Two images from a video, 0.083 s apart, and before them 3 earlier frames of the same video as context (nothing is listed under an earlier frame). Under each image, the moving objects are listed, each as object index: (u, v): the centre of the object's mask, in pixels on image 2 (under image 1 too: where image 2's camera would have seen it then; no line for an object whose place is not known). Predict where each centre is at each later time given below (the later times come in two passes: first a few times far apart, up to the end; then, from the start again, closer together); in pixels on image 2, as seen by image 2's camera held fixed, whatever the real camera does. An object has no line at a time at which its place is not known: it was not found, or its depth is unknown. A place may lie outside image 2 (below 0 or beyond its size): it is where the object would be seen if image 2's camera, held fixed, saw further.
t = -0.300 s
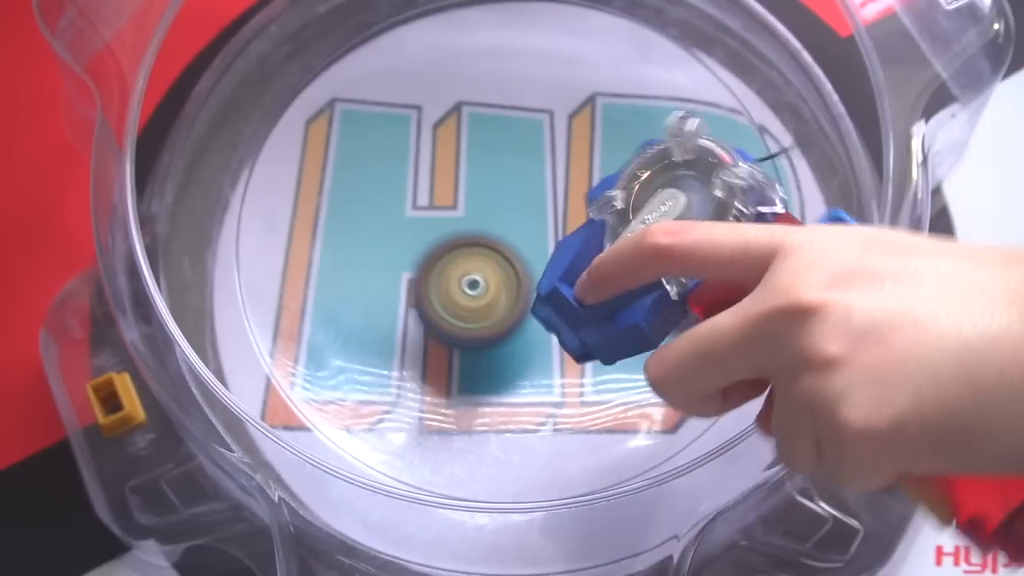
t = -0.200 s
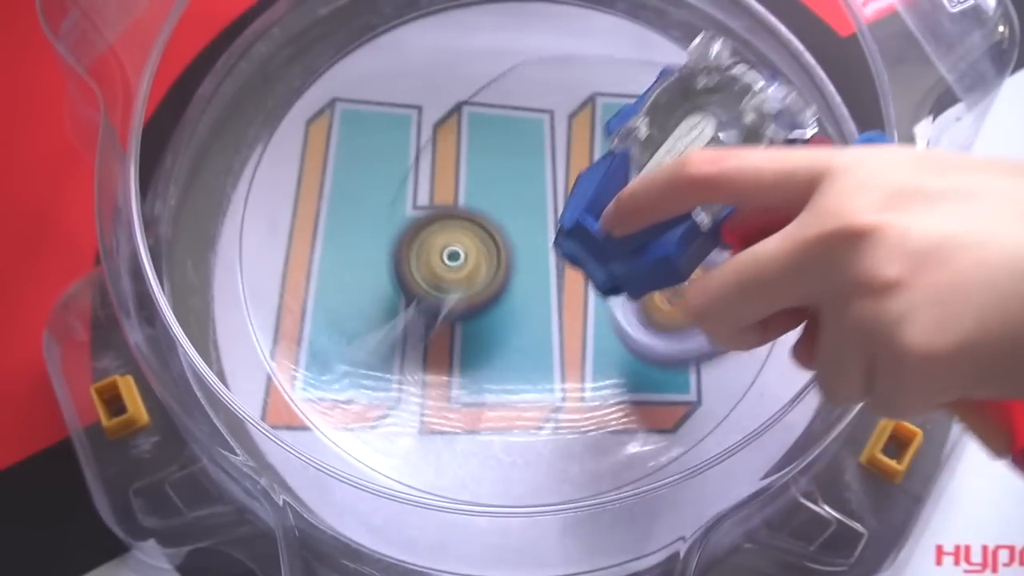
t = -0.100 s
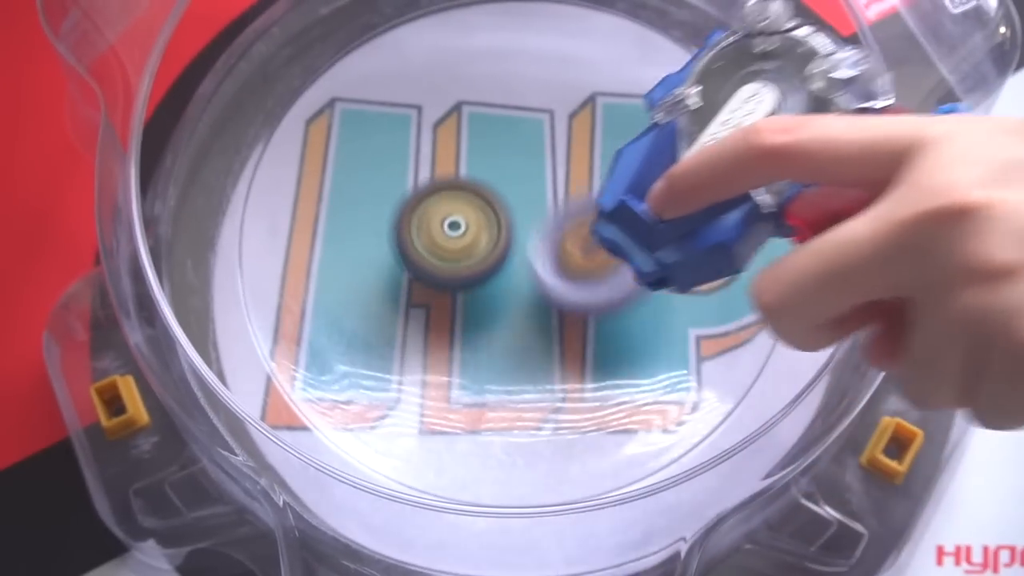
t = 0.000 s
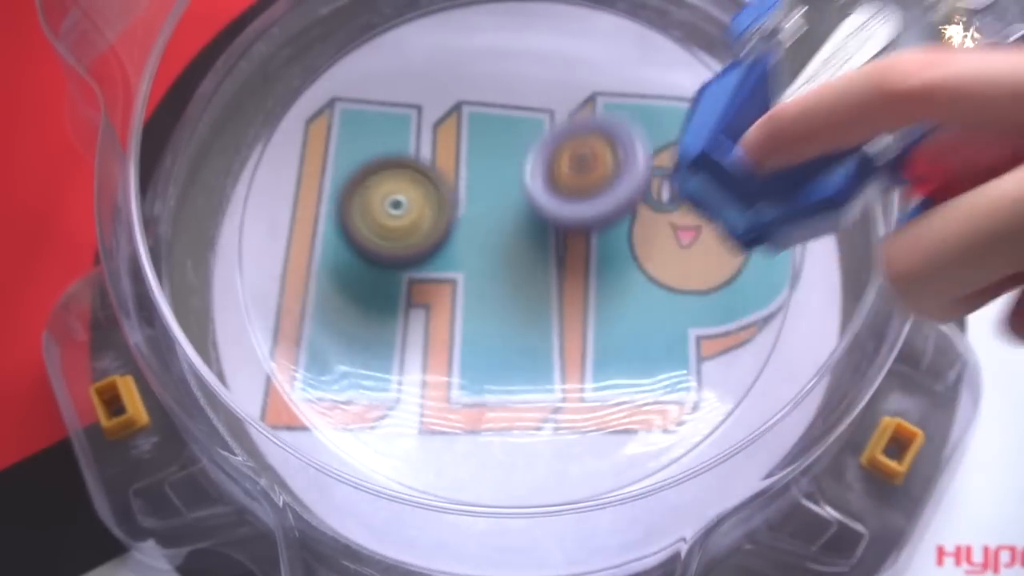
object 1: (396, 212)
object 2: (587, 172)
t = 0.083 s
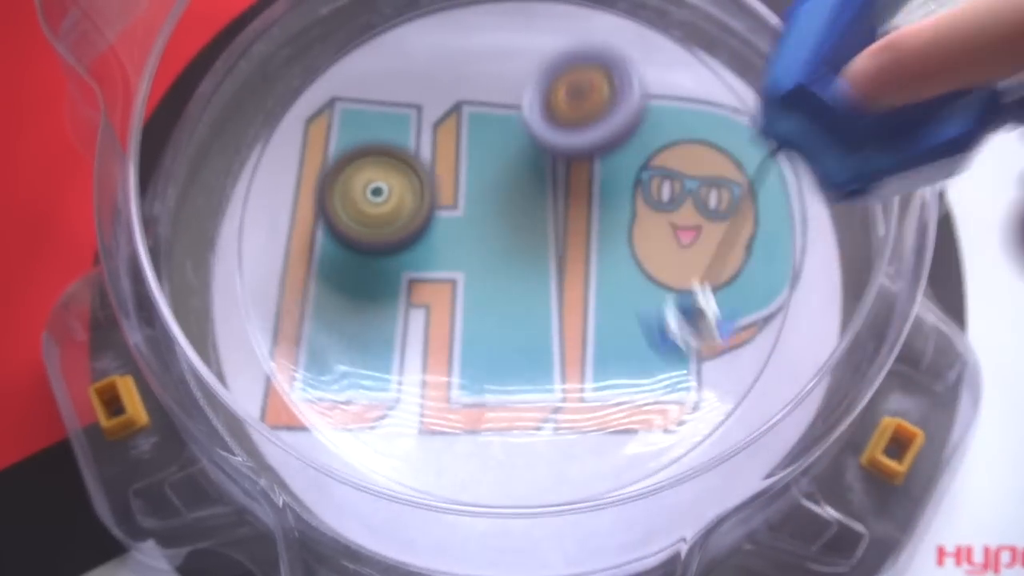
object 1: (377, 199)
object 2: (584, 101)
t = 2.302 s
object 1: (562, 217)
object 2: (345, 172)
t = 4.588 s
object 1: (390, 211)
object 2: (668, 350)
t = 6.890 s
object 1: (524, 172)
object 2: (427, 86)
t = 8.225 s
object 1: (601, 201)
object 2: (459, 368)
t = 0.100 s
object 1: (377, 197)
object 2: (583, 89)
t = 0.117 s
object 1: (377, 195)
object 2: (583, 77)
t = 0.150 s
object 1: (383, 193)
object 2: (585, 54)
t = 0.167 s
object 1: (386, 192)
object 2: (585, 49)
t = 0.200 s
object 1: (396, 191)
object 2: (584, 40)
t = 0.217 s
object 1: (401, 192)
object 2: (584, 36)
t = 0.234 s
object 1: (407, 191)
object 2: (584, 33)
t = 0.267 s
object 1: (422, 193)
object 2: (585, 30)
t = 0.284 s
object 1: (429, 194)
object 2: (586, 29)
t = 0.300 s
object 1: (436, 195)
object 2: (587, 29)
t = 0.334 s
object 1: (451, 198)
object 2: (589, 29)
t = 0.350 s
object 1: (458, 199)
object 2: (590, 30)
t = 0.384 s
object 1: (472, 203)
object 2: (592, 33)
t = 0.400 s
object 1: (479, 205)
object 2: (593, 35)
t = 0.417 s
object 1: (485, 207)
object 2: (594, 38)
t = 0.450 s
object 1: (497, 211)
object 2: (596, 46)
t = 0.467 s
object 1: (503, 213)
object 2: (596, 50)
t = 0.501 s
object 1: (513, 217)
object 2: (596, 63)
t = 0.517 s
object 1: (518, 219)
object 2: (595, 74)
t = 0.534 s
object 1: (522, 221)
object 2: (593, 83)
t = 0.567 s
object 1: (531, 225)
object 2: (591, 100)
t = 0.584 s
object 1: (532, 230)
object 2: (589, 108)
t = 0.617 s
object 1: (533, 252)
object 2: (588, 112)
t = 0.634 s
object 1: (533, 262)
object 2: (587, 114)
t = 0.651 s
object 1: (532, 272)
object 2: (585, 117)
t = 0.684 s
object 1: (531, 285)
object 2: (580, 122)
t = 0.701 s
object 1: (530, 292)
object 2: (577, 126)
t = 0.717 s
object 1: (530, 299)
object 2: (574, 129)
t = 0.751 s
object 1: (527, 309)
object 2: (566, 138)
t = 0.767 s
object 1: (525, 312)
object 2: (561, 141)
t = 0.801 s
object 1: (522, 318)
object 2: (550, 147)
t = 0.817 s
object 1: (519, 321)
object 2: (544, 152)
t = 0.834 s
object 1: (517, 323)
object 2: (538, 154)
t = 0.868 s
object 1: (512, 323)
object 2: (524, 162)
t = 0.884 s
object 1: (511, 323)
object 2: (518, 166)
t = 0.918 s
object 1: (506, 321)
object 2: (504, 171)
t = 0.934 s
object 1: (505, 320)
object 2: (498, 175)
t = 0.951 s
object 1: (504, 317)
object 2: (490, 176)
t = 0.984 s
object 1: (502, 312)
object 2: (477, 181)
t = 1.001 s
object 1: (502, 309)
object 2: (472, 184)
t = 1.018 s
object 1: (502, 307)
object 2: (464, 183)
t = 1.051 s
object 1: (512, 312)
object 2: (443, 179)
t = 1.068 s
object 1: (516, 315)
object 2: (432, 174)
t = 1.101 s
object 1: (521, 319)
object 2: (410, 162)
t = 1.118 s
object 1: (523, 321)
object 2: (402, 157)
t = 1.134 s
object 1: (524, 322)
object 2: (393, 150)
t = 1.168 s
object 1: (527, 325)
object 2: (378, 138)
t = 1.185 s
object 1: (528, 326)
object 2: (373, 134)
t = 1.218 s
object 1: (531, 328)
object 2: (364, 122)
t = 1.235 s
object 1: (532, 329)
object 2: (362, 116)
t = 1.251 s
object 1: (533, 329)
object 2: (359, 111)
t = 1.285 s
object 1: (536, 330)
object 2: (358, 102)
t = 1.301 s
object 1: (537, 330)
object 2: (360, 98)
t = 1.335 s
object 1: (540, 330)
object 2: (364, 93)
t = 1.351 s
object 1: (541, 329)
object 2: (368, 89)
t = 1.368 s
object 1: (543, 329)
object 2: (372, 90)
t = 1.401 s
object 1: (546, 328)
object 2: (385, 89)
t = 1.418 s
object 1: (547, 328)
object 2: (391, 90)
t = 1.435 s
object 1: (548, 327)
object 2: (399, 92)
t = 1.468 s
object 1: (551, 325)
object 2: (415, 97)
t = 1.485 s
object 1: (552, 324)
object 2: (422, 99)
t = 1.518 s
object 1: (555, 322)
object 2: (439, 105)
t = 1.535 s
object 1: (556, 320)
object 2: (448, 109)
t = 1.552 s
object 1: (557, 320)
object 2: (456, 113)
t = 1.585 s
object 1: (560, 317)
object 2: (472, 122)
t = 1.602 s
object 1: (561, 316)
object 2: (481, 129)
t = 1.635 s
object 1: (564, 314)
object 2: (494, 140)
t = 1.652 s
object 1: (565, 313)
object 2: (500, 147)
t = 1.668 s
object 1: (566, 312)
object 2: (506, 154)
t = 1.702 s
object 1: (570, 309)
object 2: (515, 166)
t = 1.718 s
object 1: (570, 308)
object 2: (518, 173)
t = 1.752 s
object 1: (578, 310)
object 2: (518, 184)
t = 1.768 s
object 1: (586, 317)
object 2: (511, 184)
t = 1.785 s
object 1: (593, 320)
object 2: (504, 183)
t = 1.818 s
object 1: (603, 322)
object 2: (489, 181)
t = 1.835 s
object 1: (607, 323)
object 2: (480, 179)
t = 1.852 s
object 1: (611, 325)
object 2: (472, 180)
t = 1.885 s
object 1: (616, 324)
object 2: (453, 178)
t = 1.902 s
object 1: (617, 322)
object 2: (444, 177)
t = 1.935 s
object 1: (617, 316)
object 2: (424, 177)
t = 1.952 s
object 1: (616, 313)
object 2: (415, 174)
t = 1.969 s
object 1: (615, 310)
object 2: (405, 174)
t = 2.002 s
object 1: (611, 301)
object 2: (390, 172)
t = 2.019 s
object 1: (609, 296)
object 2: (382, 174)
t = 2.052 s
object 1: (603, 287)
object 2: (370, 171)
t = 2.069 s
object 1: (600, 282)
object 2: (363, 173)
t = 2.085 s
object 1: (597, 277)
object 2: (359, 172)
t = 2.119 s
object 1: (590, 267)
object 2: (351, 171)
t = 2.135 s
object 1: (586, 262)
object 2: (348, 170)
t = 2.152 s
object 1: (583, 257)
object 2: (345, 170)
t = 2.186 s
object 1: (577, 248)
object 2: (341, 170)
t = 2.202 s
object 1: (574, 243)
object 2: (340, 170)
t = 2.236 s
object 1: (569, 234)
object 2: (340, 171)
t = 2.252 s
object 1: (567, 230)
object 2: (340, 171)
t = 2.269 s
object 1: (565, 225)
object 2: (341, 171)
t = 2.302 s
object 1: (562, 217)
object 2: (345, 172)
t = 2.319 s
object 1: (561, 212)
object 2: (347, 173)
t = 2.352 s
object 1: (559, 202)
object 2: (353, 176)
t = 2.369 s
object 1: (558, 198)
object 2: (357, 177)
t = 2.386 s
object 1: (557, 193)
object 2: (361, 180)
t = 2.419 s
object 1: (556, 183)
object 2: (371, 185)
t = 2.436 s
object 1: (556, 179)
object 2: (376, 187)
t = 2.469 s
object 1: (556, 169)
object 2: (386, 192)
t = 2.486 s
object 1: (556, 165)
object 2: (391, 195)
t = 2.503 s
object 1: (556, 160)
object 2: (396, 199)
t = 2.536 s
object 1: (556, 153)
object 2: (406, 206)
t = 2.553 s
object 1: (556, 149)
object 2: (411, 211)
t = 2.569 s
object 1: (556, 145)
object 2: (416, 215)
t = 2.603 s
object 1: (556, 138)
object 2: (425, 223)
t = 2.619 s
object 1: (556, 135)
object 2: (430, 228)
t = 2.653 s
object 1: (555, 129)
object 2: (437, 238)
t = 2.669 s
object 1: (555, 127)
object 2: (440, 243)
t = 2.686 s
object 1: (555, 125)
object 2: (442, 248)
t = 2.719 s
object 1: (553, 121)
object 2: (448, 259)
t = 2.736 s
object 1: (552, 120)
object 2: (450, 264)
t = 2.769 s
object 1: (550, 117)
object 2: (455, 276)
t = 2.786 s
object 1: (549, 117)
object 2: (458, 281)
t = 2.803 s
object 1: (548, 116)
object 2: (459, 286)
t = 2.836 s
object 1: (545, 115)
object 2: (461, 295)
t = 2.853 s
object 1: (543, 115)
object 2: (463, 301)
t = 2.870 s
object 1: (541, 116)
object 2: (463, 304)
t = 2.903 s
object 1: (537, 116)
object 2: (466, 312)
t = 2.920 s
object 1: (534, 117)
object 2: (466, 316)
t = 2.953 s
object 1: (530, 120)
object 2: (468, 321)
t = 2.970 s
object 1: (528, 121)
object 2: (468, 323)
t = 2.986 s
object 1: (526, 122)
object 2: (468, 325)
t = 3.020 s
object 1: (521, 125)
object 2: (467, 327)
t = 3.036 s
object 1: (518, 126)
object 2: (467, 328)
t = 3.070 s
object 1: (514, 130)
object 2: (467, 329)
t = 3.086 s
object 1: (511, 132)
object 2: (466, 329)
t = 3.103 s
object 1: (508, 133)
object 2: (466, 329)
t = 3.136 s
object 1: (504, 136)
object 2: (465, 327)
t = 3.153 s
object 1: (502, 139)
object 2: (464, 326)
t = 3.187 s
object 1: (497, 143)
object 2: (464, 321)
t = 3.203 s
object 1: (494, 145)
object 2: (463, 320)
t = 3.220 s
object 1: (491, 146)
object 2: (463, 318)
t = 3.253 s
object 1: (486, 150)
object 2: (463, 313)
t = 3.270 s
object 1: (484, 152)
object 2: (463, 311)
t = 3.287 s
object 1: (482, 154)
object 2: (463, 308)
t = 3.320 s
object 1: (477, 158)
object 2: (463, 303)
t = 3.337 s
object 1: (475, 161)
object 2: (463, 300)
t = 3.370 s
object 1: (470, 164)
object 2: (465, 297)
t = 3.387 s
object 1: (467, 167)
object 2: (466, 295)
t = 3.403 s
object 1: (464, 169)
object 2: (467, 293)
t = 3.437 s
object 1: (458, 170)
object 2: (471, 296)
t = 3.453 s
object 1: (454, 169)
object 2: (474, 299)
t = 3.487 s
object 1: (448, 168)
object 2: (479, 305)
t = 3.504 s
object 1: (445, 167)
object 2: (481, 308)
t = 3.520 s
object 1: (442, 168)
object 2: (484, 312)
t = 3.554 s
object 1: (437, 169)
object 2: (488, 319)
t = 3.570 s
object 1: (435, 170)
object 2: (491, 323)
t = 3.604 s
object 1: (431, 171)
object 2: (495, 331)
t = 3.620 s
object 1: (429, 172)
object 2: (497, 335)
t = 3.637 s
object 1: (427, 173)
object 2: (500, 339)
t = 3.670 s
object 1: (424, 175)
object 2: (503, 347)
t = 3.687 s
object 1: (423, 176)
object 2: (504, 351)
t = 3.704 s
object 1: (421, 178)
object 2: (505, 355)
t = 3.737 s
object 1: (420, 181)
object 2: (508, 362)
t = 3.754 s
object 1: (419, 183)
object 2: (508, 365)
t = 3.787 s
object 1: (418, 187)
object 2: (508, 369)
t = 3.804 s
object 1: (418, 189)
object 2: (509, 371)
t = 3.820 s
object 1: (418, 191)
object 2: (509, 372)
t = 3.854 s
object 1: (417, 195)
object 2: (508, 375)
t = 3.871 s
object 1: (417, 197)
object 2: (508, 376)
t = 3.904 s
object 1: (417, 201)
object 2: (507, 377)
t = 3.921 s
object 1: (418, 203)
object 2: (506, 377)
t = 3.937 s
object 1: (418, 206)
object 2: (506, 377)
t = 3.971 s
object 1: (419, 210)
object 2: (504, 375)
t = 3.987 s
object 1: (420, 212)
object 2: (504, 374)
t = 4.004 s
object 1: (421, 214)
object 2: (503, 372)
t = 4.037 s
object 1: (423, 219)
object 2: (503, 369)
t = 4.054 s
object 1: (424, 221)
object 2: (502, 367)
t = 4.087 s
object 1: (426, 225)
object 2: (502, 361)
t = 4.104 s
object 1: (427, 228)
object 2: (502, 356)
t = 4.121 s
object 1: (429, 230)
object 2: (503, 354)
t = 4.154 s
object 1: (430, 234)
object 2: (504, 346)
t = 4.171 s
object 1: (432, 237)
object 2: (506, 342)
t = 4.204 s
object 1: (412, 230)
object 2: (537, 347)
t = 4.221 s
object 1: (399, 221)
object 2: (558, 353)
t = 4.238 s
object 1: (387, 214)
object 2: (577, 357)
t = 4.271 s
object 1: (364, 205)
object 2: (614, 367)
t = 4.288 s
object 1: (356, 201)
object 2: (630, 372)
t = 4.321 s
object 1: (350, 193)
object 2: (657, 378)
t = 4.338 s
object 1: (349, 191)
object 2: (669, 381)
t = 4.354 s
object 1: (349, 192)
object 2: (680, 383)
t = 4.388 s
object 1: (351, 194)
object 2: (698, 388)
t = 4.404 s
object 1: (353, 194)
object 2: (705, 388)
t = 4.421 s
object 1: (355, 194)
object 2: (710, 388)
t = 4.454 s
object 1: (361, 198)
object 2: (713, 385)
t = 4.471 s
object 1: (364, 199)
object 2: (711, 384)
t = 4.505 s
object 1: (372, 203)
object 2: (703, 377)
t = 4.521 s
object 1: (375, 205)
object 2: (696, 372)
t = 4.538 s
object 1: (379, 206)
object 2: (691, 367)
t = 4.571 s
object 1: (387, 209)
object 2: (677, 356)
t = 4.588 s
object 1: (390, 211)
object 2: (668, 350)
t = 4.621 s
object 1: (398, 215)
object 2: (651, 337)
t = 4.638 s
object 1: (402, 217)
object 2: (641, 330)
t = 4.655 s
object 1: (406, 219)
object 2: (631, 322)
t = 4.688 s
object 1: (412, 223)
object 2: (613, 306)
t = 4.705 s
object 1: (416, 224)
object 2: (603, 297)
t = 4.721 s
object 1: (419, 227)
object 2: (594, 289)
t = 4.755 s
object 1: (426, 230)
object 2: (576, 270)
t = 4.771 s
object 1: (429, 232)
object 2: (568, 261)
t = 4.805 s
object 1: (422, 237)
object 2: (569, 243)
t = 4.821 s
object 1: (419, 238)
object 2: (572, 233)
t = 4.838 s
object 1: (418, 238)
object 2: (575, 224)
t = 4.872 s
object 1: (420, 239)
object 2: (582, 206)
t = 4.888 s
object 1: (422, 240)
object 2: (585, 198)
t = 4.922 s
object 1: (429, 241)
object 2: (593, 183)
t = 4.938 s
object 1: (432, 241)
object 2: (598, 176)
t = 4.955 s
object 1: (436, 242)
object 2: (603, 170)
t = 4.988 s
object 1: (443, 244)
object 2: (613, 157)
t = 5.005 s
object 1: (448, 245)
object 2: (619, 151)
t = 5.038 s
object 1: (457, 247)
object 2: (629, 143)
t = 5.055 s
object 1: (461, 248)
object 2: (634, 139)
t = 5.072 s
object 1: (465, 250)
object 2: (640, 135)
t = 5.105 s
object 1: (474, 251)
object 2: (650, 129)
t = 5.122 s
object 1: (480, 252)
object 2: (655, 127)
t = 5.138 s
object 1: (484, 253)
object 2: (661, 125)
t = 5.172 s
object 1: (495, 255)
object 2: (670, 124)
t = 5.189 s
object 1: (500, 255)
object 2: (674, 123)
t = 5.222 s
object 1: (511, 256)
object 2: (680, 124)
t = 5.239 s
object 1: (516, 257)
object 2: (683, 125)
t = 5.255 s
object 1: (521, 258)
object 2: (686, 127)
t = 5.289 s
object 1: (531, 260)
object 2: (689, 131)
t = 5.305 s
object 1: (536, 260)
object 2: (690, 133)
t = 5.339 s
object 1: (545, 260)
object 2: (691, 139)
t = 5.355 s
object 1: (550, 260)
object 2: (690, 142)
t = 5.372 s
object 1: (554, 260)
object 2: (688, 146)
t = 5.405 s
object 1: (563, 259)
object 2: (684, 153)
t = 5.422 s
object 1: (567, 259)
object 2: (681, 157)
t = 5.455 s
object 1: (576, 257)
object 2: (674, 163)
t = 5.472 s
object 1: (578, 261)
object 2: (670, 164)
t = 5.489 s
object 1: (576, 276)
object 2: (669, 152)
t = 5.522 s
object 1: (570, 302)
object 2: (669, 128)
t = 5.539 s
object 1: (568, 310)
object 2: (668, 117)
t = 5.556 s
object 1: (566, 316)
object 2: (667, 107)
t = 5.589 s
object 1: (562, 328)
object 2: (666, 88)
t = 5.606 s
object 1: (560, 331)
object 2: (664, 79)
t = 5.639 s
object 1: (559, 330)
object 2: (659, 64)
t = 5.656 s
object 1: (558, 328)
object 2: (657, 58)
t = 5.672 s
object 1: (558, 327)
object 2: (654, 54)
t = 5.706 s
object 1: (558, 325)
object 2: (647, 49)
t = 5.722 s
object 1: (558, 322)
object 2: (643, 47)
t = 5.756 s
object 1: (559, 316)
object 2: (635, 45)
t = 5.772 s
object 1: (559, 315)
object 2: (632, 45)
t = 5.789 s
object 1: (559, 313)
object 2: (627, 45)
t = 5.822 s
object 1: (560, 308)
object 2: (616, 47)
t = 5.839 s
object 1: (560, 306)
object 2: (611, 49)
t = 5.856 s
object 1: (560, 304)
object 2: (606, 51)
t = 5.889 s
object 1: (560, 302)
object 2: (594, 57)
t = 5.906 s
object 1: (562, 297)
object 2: (587, 61)
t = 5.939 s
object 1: (562, 293)
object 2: (574, 72)
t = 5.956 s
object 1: (563, 290)
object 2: (566, 79)
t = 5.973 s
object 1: (563, 288)
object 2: (557, 84)
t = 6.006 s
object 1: (563, 284)
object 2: (543, 98)
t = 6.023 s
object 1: (564, 282)
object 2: (535, 104)
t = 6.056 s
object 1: (564, 277)
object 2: (518, 120)
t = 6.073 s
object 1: (564, 275)
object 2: (511, 127)
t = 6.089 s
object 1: (564, 272)
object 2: (504, 136)
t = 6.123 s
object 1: (564, 267)
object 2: (487, 151)
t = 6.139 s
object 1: (563, 265)
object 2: (480, 157)
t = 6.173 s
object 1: (563, 259)
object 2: (465, 171)
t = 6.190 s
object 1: (562, 258)
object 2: (457, 177)
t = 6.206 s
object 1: (562, 254)
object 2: (448, 183)
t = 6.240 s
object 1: (561, 248)
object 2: (432, 193)
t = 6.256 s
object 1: (559, 246)
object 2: (426, 197)
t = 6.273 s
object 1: (558, 243)
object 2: (419, 201)
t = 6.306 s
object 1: (557, 237)
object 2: (406, 206)
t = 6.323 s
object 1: (556, 234)
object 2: (401, 207)
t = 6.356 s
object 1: (553, 229)
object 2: (393, 209)
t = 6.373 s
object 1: (552, 226)
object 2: (391, 210)
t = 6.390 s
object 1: (550, 223)
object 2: (390, 209)
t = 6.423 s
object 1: (547, 218)
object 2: (392, 207)
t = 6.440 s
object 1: (544, 215)
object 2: (393, 204)
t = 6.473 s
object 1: (540, 210)
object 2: (402, 198)
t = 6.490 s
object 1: (538, 207)
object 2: (405, 194)
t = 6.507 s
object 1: (536, 205)
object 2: (409, 190)
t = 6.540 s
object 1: (548, 197)
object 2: (401, 183)
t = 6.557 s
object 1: (553, 190)
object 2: (394, 181)
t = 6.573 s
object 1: (556, 186)
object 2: (391, 177)
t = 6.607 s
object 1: (562, 183)
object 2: (384, 169)
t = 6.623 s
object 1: (562, 181)
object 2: (383, 163)
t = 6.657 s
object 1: (558, 177)
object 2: (382, 155)
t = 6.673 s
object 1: (555, 177)
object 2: (382, 149)
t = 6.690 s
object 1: (552, 178)
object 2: (383, 143)
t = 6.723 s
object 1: (548, 177)
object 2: (387, 133)
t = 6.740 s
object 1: (546, 176)
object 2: (389, 128)
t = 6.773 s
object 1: (541, 174)
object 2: (396, 116)
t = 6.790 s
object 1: (539, 174)
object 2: (402, 111)
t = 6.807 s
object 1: (537, 174)
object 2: (406, 106)
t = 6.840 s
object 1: (532, 173)
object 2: (414, 97)
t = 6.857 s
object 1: (530, 172)
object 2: (418, 93)
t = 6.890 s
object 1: (524, 172)
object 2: (427, 86)
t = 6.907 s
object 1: (524, 173)
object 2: (429, 83)
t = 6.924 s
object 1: (533, 177)
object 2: (423, 78)
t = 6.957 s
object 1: (553, 186)
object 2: (405, 62)
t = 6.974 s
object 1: (560, 188)
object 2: (399, 60)
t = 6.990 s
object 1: (566, 192)
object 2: (391, 56)
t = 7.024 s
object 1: (574, 199)
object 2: (381, 51)
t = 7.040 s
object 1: (575, 202)
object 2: (377, 49)
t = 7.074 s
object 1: (575, 206)
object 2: (371, 46)
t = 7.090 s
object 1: (574, 208)
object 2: (368, 46)
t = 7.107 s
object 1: (572, 209)
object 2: (369, 46)
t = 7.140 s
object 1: (569, 212)
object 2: (366, 46)
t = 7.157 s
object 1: (568, 213)
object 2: (367, 47)
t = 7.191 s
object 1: (565, 217)
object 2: (369, 50)
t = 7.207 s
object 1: (564, 218)
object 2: (371, 53)
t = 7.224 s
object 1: (563, 219)
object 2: (375, 56)
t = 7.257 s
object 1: (560, 223)
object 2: (379, 65)
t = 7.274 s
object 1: (559, 225)
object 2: (382, 70)
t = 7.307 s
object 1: (557, 228)
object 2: (390, 89)
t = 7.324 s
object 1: (556, 229)
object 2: (396, 101)
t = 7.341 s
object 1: (555, 231)
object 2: (401, 111)
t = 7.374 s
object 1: (553, 234)
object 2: (411, 129)
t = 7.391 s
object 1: (552, 235)
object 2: (418, 143)
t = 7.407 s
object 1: (551, 238)
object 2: (423, 154)
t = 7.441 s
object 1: (550, 241)
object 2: (435, 177)
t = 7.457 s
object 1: (555, 243)
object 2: (432, 184)
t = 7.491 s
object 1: (616, 258)
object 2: (384, 197)
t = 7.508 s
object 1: (640, 261)
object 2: (362, 201)
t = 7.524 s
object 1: (665, 269)
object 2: (339, 203)
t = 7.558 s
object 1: (708, 282)
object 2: (297, 212)
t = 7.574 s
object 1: (726, 292)
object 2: (278, 214)
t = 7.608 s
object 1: (753, 310)
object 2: (250, 218)
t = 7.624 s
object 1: (764, 322)
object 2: (242, 220)
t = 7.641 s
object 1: (770, 334)
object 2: (232, 226)
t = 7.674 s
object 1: (755, 348)
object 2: (216, 233)
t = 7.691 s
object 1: (743, 356)
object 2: (212, 237)
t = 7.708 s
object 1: (729, 364)
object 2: (207, 239)
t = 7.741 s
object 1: (701, 372)
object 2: (204, 246)
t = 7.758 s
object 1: (688, 374)
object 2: (206, 251)
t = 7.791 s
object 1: (661, 379)
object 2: (212, 259)
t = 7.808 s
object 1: (647, 379)
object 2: (217, 263)
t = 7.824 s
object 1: (636, 378)
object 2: (222, 269)
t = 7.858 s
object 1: (611, 368)
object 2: (238, 278)
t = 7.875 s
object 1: (600, 364)
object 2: (246, 282)
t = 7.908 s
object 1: (578, 354)
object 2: (267, 290)
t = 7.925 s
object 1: (569, 348)
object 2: (279, 295)
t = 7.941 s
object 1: (559, 341)
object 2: (294, 299)
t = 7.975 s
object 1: (544, 328)
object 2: (322, 305)
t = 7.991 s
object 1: (538, 321)
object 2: (337, 308)
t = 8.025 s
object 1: (528, 309)
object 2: (367, 312)
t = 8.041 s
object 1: (525, 303)
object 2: (383, 315)
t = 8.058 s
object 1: (533, 293)
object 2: (388, 322)
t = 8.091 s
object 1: (550, 271)
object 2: (401, 335)
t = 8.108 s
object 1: (557, 262)
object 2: (408, 340)
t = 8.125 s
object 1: (564, 252)
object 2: (415, 346)
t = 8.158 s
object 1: (578, 233)
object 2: (430, 354)
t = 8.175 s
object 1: (584, 225)
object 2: (438, 359)
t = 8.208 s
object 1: (596, 209)
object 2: (453, 366)
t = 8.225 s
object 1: (601, 201)
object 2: (459, 368)
